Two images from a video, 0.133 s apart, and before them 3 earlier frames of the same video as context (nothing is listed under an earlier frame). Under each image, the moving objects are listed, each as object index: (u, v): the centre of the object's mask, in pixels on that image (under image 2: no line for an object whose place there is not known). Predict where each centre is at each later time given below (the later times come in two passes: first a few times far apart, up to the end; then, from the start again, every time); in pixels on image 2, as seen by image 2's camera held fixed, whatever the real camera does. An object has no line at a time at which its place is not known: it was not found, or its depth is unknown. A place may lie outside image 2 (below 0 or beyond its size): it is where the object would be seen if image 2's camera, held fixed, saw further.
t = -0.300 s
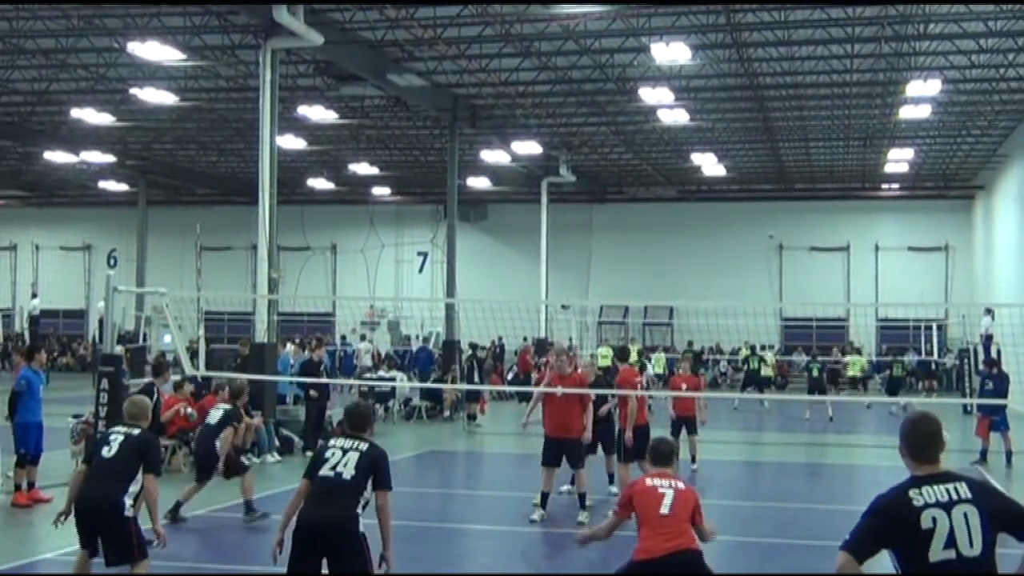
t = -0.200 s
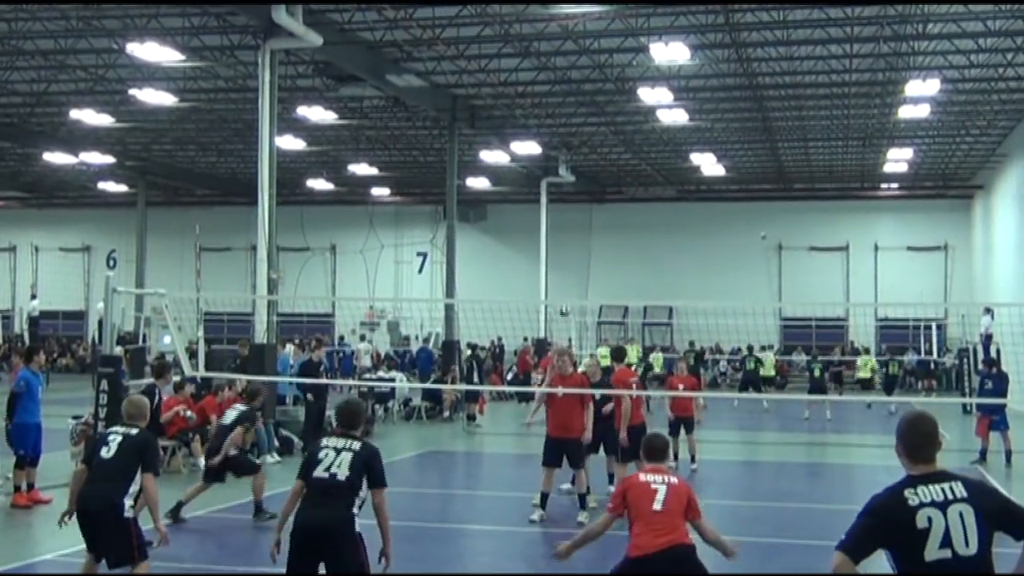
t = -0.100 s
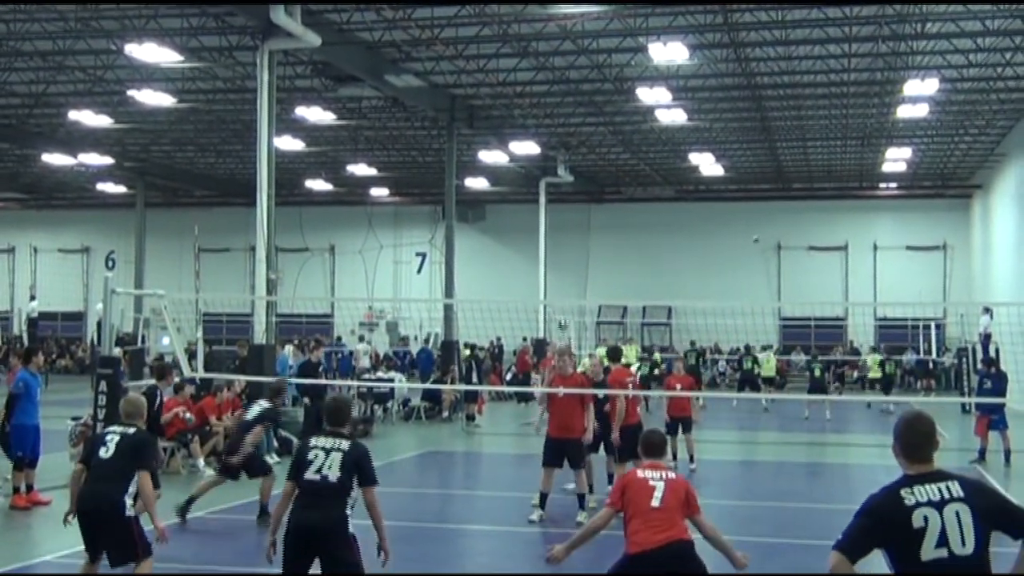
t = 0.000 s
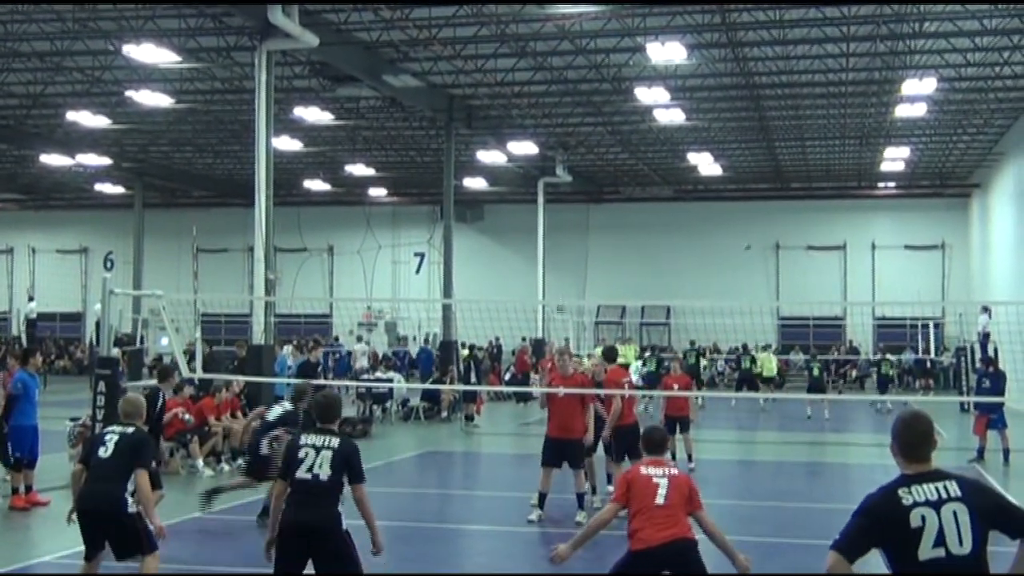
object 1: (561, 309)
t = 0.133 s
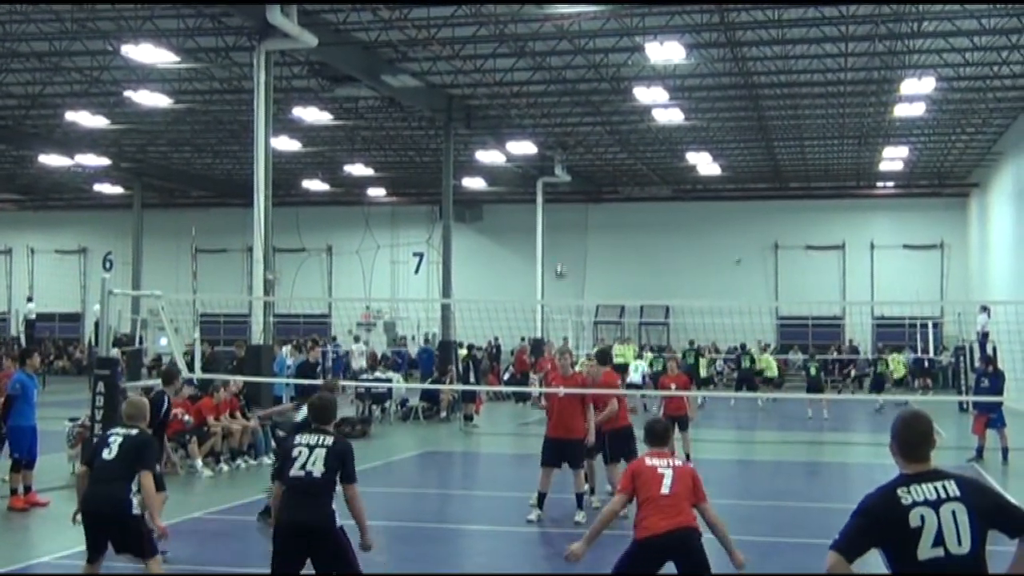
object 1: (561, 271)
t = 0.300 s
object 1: (565, 245)
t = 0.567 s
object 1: (578, 242)
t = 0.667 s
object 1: (587, 256)
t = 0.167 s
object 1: (561, 265)
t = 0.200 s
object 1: (562, 258)
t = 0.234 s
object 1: (563, 254)
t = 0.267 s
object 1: (564, 248)
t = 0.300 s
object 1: (565, 245)
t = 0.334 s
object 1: (566, 241)
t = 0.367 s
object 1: (568, 238)
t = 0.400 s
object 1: (569, 237)
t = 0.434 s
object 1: (571, 236)
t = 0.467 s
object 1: (573, 236)
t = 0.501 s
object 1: (575, 237)
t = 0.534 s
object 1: (577, 240)
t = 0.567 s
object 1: (578, 242)
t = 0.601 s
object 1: (581, 246)
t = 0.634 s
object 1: (583, 251)
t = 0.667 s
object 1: (587, 256)
